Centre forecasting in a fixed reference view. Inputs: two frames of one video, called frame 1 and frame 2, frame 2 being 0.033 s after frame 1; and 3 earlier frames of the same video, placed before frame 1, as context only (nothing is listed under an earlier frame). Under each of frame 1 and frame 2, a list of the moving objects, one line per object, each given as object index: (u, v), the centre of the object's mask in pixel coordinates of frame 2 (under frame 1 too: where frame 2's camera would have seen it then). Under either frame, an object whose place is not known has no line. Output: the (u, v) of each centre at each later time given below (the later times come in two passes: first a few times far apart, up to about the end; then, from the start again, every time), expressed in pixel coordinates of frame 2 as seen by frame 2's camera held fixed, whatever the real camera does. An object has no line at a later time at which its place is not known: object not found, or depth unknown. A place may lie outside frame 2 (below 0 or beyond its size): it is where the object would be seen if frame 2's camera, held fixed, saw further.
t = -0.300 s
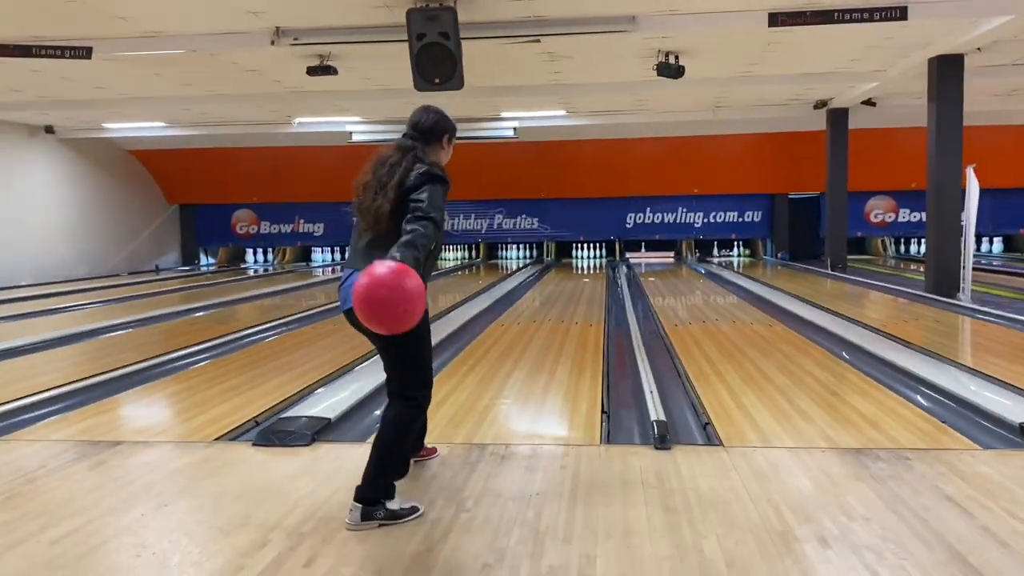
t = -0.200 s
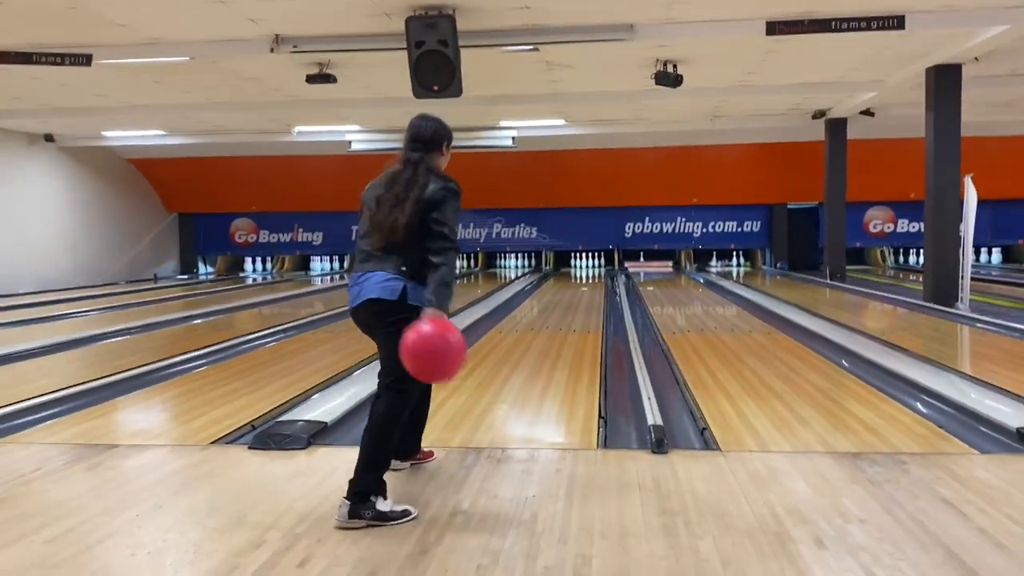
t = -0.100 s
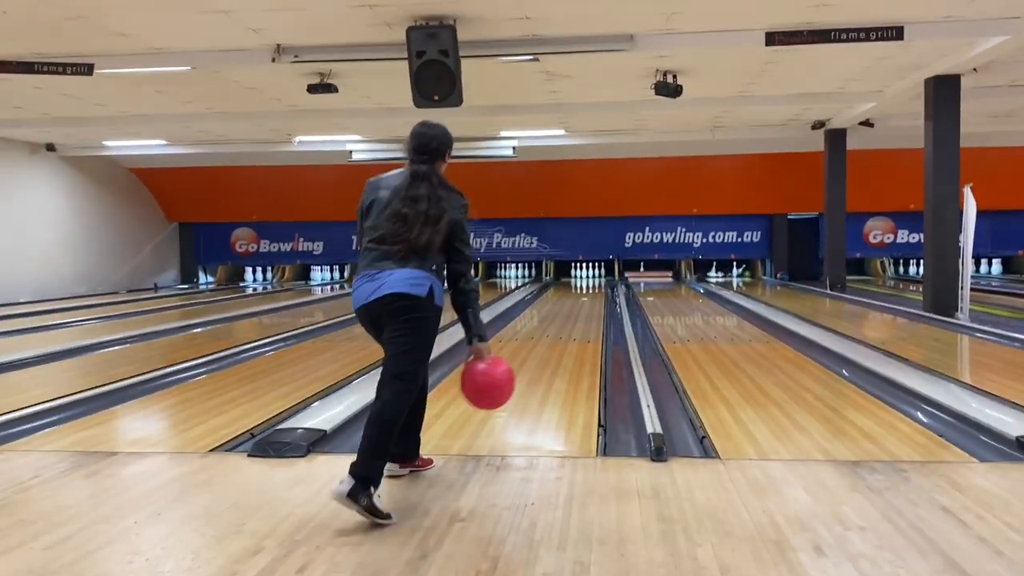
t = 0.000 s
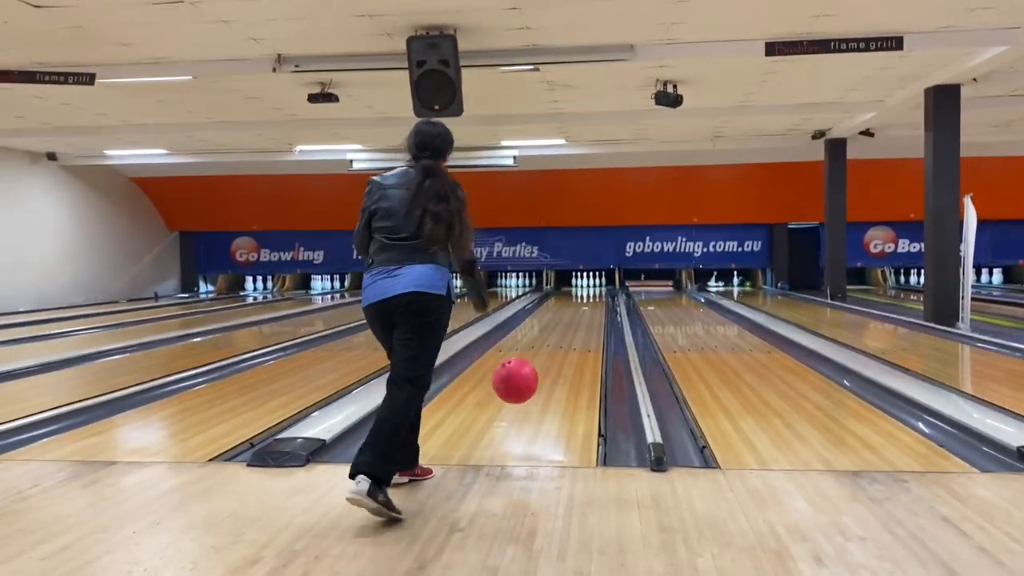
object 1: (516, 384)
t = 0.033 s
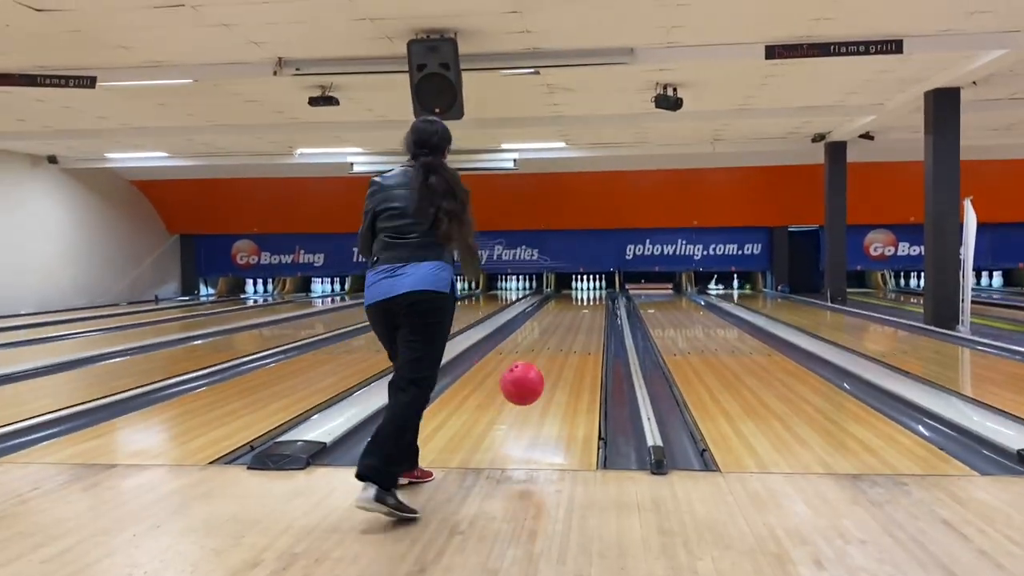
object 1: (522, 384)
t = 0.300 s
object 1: (558, 372)
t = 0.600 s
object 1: (578, 343)
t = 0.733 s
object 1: (584, 334)
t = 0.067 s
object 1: (528, 386)
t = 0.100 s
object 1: (534, 390)
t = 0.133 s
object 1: (539, 395)
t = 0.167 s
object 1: (543, 394)
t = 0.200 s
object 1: (548, 387)
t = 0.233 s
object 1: (551, 382)
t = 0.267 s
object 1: (555, 377)
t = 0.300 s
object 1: (558, 372)
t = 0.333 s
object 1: (561, 368)
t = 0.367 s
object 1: (564, 364)
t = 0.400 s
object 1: (566, 361)
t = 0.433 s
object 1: (569, 357)
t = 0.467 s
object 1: (571, 354)
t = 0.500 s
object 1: (573, 350)
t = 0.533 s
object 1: (575, 347)
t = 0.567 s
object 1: (577, 345)
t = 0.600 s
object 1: (578, 343)
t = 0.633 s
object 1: (580, 340)
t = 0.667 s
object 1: (582, 338)
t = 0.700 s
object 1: (583, 336)
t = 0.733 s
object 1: (584, 334)
